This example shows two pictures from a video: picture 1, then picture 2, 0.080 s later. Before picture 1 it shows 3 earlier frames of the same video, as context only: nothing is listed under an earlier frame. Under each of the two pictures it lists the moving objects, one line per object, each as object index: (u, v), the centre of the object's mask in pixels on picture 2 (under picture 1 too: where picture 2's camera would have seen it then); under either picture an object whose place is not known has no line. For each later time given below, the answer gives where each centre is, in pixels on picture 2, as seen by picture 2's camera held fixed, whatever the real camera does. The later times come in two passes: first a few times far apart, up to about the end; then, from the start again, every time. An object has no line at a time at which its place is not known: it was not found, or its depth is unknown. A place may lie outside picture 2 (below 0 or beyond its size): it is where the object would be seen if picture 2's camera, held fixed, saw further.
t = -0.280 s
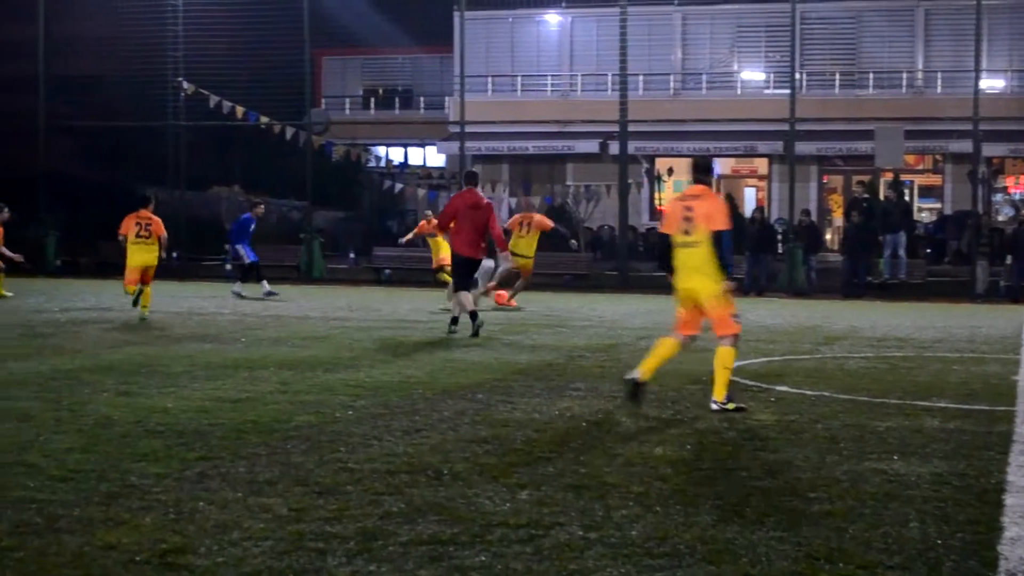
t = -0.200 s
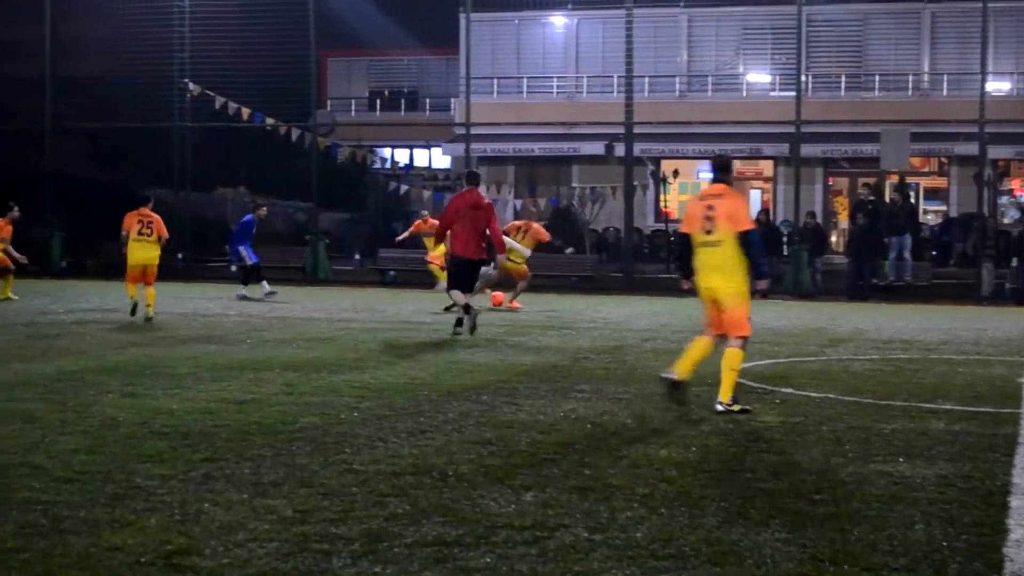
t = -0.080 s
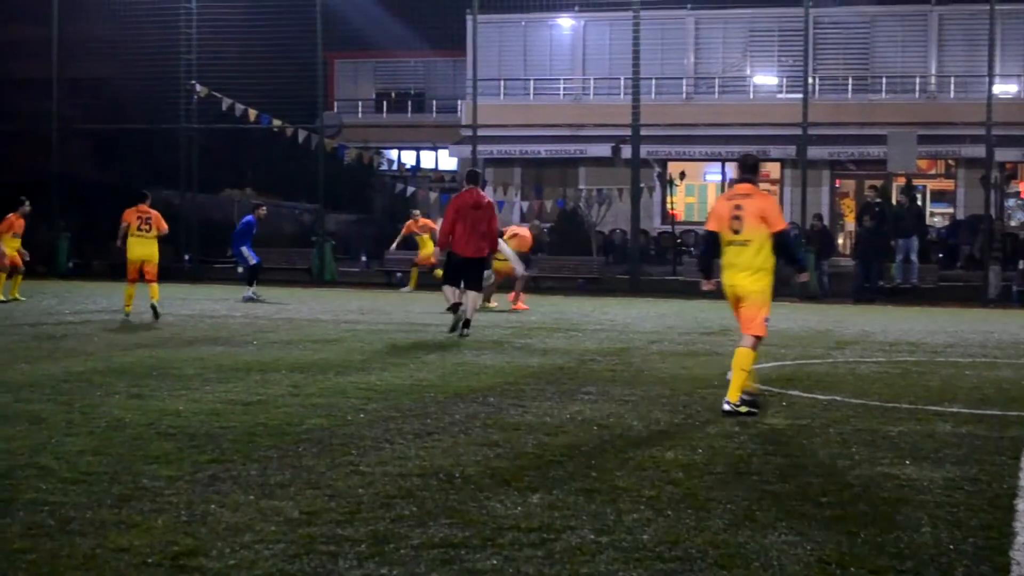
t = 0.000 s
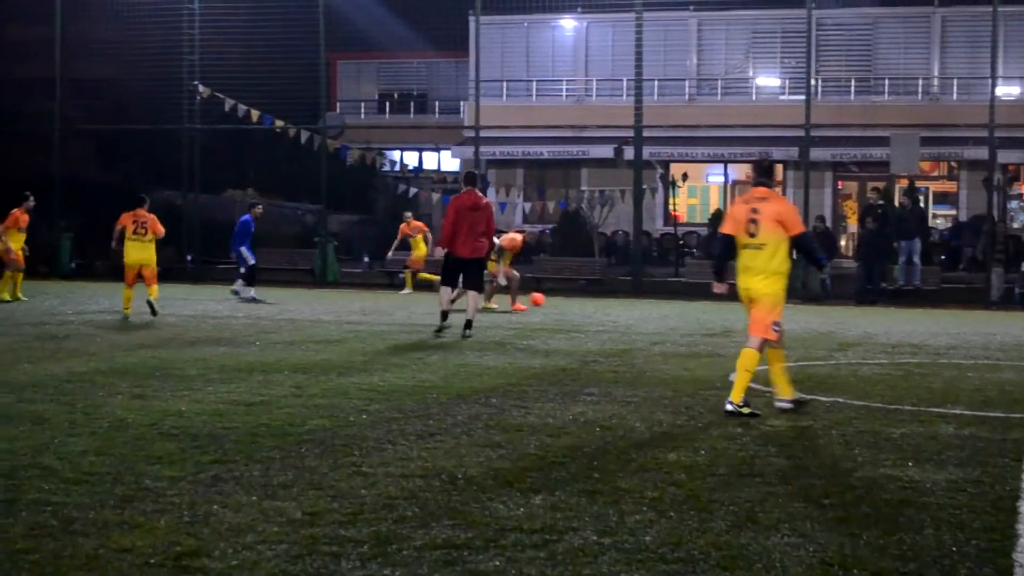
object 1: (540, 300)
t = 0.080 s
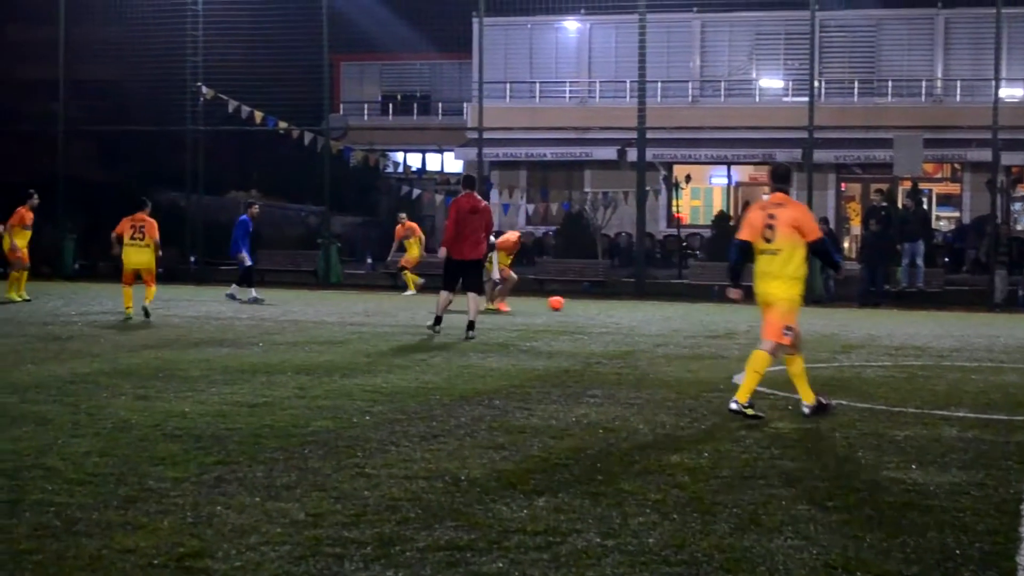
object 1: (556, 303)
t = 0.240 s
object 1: (579, 303)
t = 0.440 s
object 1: (603, 303)
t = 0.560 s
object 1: (616, 303)
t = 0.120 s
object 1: (562, 302)
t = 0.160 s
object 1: (568, 302)
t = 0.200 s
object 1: (574, 303)
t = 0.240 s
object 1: (579, 303)
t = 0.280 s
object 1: (584, 303)
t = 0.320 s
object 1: (590, 303)
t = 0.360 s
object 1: (595, 303)
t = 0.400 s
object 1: (599, 303)
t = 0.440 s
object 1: (603, 303)
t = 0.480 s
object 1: (607, 303)
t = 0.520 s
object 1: (612, 303)
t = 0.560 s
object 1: (616, 303)
